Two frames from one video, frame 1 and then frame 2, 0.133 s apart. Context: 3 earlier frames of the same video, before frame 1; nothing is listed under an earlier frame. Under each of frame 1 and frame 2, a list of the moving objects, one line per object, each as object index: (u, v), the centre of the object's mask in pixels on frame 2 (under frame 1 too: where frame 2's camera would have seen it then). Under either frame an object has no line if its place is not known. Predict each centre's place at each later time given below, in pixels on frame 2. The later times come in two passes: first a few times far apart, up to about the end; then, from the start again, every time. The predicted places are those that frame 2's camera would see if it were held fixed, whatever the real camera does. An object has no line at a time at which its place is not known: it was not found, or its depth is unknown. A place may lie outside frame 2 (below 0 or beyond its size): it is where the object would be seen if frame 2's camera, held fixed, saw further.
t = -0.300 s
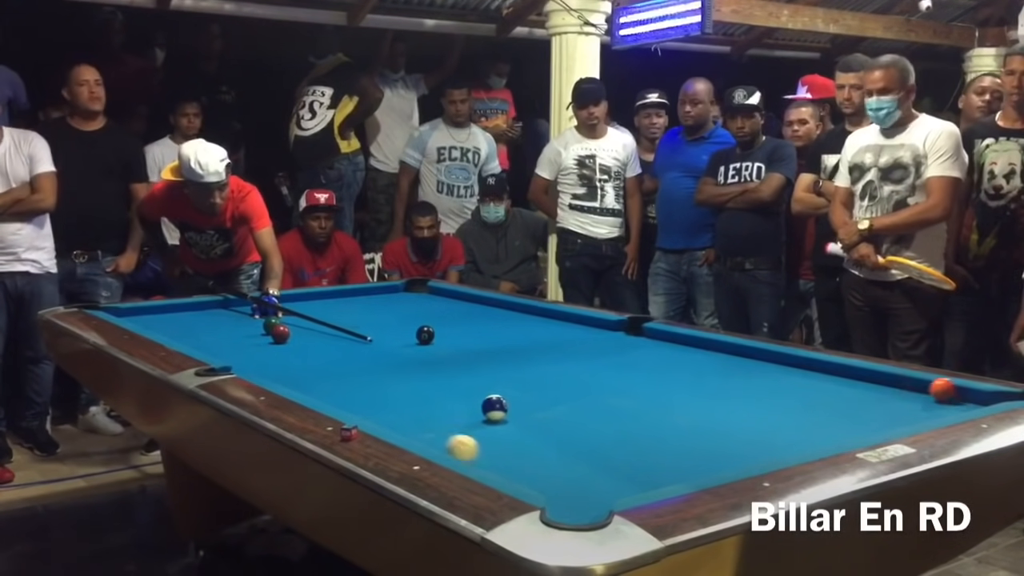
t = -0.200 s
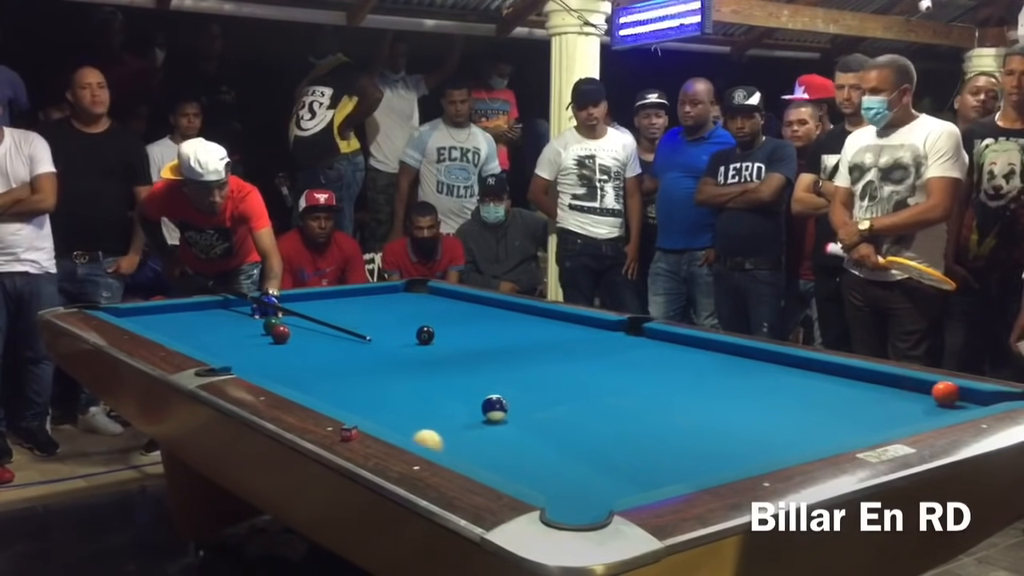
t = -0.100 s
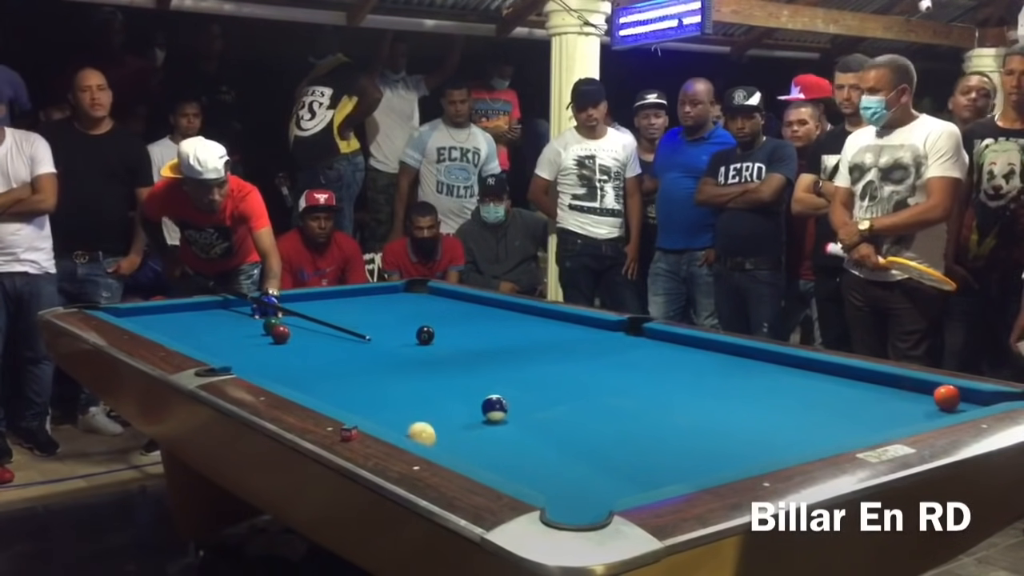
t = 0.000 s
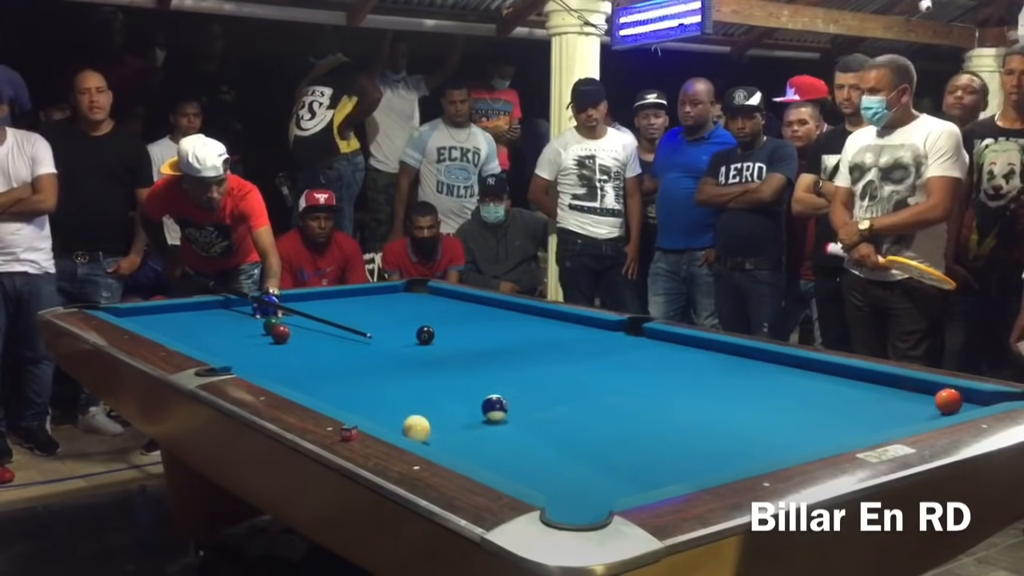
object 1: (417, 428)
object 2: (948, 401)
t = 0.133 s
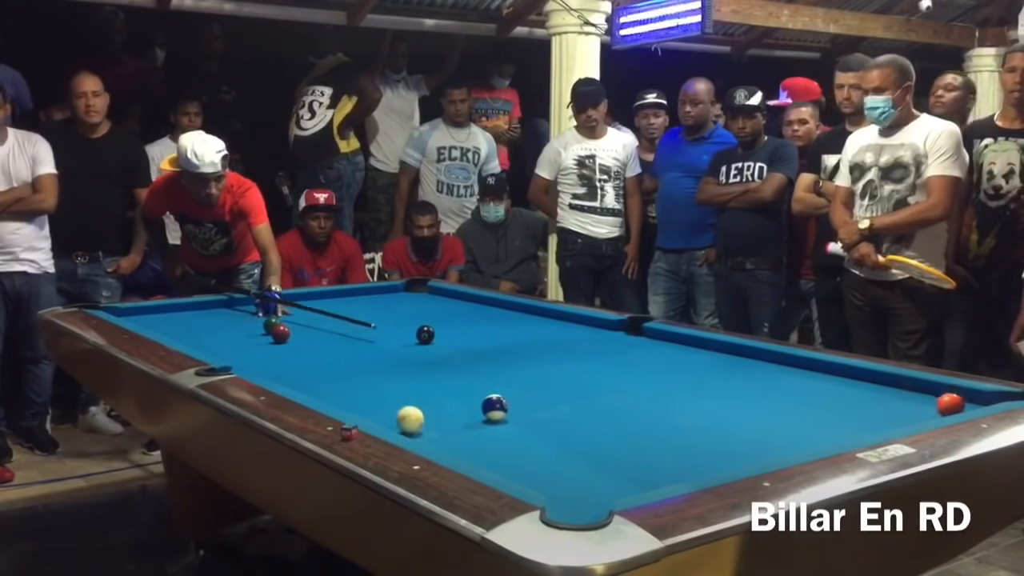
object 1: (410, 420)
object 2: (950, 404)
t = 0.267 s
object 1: (405, 411)
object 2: (951, 407)
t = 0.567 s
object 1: (394, 395)
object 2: (925, 413)
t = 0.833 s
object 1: (386, 384)
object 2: (895, 416)
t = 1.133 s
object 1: (378, 372)
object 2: (864, 417)
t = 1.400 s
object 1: (371, 363)
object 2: (838, 417)
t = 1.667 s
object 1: (366, 354)
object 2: (817, 417)
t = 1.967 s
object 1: (361, 347)
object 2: (796, 417)
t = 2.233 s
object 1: (356, 341)
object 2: (781, 417)
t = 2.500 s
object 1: (353, 336)
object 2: (769, 417)
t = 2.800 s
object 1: (349, 330)
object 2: (759, 416)
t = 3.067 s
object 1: (347, 327)
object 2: (754, 416)
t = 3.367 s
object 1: (344, 323)
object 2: (753, 416)
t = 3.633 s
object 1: (342, 320)
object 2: (754, 416)
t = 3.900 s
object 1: (341, 317)
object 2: (754, 416)
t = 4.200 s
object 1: (339, 315)
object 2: (754, 416)
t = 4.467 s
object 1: (338, 313)
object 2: (754, 416)
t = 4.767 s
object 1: (337, 311)
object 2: (754, 416)
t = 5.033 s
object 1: (336, 310)
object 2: (754, 416)
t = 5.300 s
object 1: (336, 309)
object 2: (754, 416)
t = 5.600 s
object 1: (335, 308)
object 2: (754, 416)
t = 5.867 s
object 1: (335, 308)
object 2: (754, 416)
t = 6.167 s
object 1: (336, 308)
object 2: (754, 416)
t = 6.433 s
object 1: (336, 308)
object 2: (754, 416)
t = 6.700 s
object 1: (336, 308)
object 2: (754, 416)
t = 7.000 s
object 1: (336, 308)
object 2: (754, 416)
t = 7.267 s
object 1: (336, 308)
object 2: (754, 416)
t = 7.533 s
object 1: (336, 308)
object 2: (754, 416)
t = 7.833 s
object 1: (336, 308)
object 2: (754, 416)
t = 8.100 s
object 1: (336, 308)
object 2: (754, 416)
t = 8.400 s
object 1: (336, 308)
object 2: (754, 416)
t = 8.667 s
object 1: (336, 308)
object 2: (754, 416)
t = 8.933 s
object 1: (336, 308)
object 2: (754, 416)
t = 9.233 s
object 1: (336, 308)
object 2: (754, 416)
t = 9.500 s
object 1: (336, 308)
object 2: (754, 416)
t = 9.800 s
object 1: (336, 308)
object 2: (754, 416)
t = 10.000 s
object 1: (336, 308)
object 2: (754, 416)
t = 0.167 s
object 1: (409, 418)
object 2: (950, 405)
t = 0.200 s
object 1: (407, 416)
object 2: (950, 406)
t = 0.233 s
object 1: (406, 413)
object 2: (951, 406)
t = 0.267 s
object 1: (405, 411)
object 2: (951, 407)
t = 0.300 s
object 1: (403, 410)
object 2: (951, 408)
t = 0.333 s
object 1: (402, 408)
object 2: (951, 408)
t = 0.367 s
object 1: (401, 406)
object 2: (948, 409)
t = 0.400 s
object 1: (400, 404)
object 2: (944, 410)
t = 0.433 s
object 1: (398, 403)
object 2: (940, 411)
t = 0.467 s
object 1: (397, 401)
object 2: (936, 411)
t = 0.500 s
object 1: (396, 399)
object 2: (932, 412)
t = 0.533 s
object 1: (395, 397)
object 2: (928, 412)
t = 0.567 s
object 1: (394, 395)
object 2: (925, 413)
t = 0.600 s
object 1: (393, 394)
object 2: (921, 413)
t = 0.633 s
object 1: (392, 392)
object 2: (917, 413)
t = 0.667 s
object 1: (391, 391)
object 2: (913, 413)
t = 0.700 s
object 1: (389, 389)
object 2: (909, 414)
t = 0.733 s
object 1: (389, 388)
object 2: (906, 414)
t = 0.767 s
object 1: (387, 386)
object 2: (902, 415)
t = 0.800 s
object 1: (386, 385)
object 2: (898, 415)
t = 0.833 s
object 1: (386, 384)
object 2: (895, 416)
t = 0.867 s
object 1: (384, 382)
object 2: (891, 416)
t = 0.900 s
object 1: (384, 381)
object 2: (887, 417)
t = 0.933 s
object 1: (383, 379)
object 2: (884, 417)
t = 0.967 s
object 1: (382, 378)
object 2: (881, 417)
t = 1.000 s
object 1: (381, 377)
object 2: (877, 417)
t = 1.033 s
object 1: (380, 375)
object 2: (874, 417)
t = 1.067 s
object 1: (379, 374)
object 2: (870, 417)
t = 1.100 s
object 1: (379, 373)
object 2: (867, 417)
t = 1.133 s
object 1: (378, 372)
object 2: (864, 417)
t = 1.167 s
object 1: (377, 370)
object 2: (860, 417)
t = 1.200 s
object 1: (376, 369)
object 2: (857, 417)
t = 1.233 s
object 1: (375, 368)
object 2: (854, 417)
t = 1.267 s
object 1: (374, 367)
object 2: (851, 417)
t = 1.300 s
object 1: (374, 366)
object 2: (848, 417)
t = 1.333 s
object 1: (373, 364)
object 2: (844, 417)
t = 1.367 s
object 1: (372, 364)
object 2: (841, 417)
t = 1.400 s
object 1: (371, 363)
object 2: (838, 417)
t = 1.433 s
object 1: (371, 361)
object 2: (836, 417)
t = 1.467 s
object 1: (370, 361)
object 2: (833, 417)
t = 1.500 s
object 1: (369, 359)
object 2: (830, 417)
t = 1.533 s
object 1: (368, 359)
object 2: (827, 417)
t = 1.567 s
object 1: (368, 358)
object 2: (825, 417)
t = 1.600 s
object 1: (367, 356)
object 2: (822, 417)
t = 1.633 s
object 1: (367, 355)
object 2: (819, 417)
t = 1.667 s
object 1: (366, 354)
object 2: (817, 417)
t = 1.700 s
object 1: (365, 354)
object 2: (814, 417)
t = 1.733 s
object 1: (365, 353)
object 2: (812, 417)
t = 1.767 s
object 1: (364, 352)
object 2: (809, 417)
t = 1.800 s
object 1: (363, 351)
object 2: (807, 417)
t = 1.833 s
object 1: (363, 350)
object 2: (805, 417)
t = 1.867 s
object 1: (362, 349)
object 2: (802, 417)
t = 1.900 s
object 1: (362, 349)
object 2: (800, 417)
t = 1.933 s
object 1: (361, 348)
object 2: (798, 417)
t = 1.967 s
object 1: (361, 347)
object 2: (796, 417)
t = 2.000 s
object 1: (360, 346)
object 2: (794, 417)
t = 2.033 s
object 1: (359, 345)
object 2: (792, 417)
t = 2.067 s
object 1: (359, 345)
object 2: (790, 417)
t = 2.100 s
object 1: (358, 344)
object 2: (788, 417)
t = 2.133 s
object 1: (358, 343)
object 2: (786, 417)
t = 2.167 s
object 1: (357, 342)
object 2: (784, 417)
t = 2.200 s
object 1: (357, 342)
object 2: (783, 417)
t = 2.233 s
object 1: (356, 341)
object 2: (781, 417)
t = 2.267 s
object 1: (356, 340)
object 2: (779, 417)
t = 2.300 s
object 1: (355, 339)
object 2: (778, 417)
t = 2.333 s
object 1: (355, 339)
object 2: (776, 417)
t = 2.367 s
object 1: (355, 338)
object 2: (775, 417)
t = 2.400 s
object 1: (354, 337)
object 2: (773, 416)
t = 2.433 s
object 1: (354, 337)
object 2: (772, 417)
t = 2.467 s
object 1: (353, 336)
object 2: (770, 417)
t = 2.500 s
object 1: (353, 336)
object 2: (769, 417)
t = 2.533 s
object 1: (353, 335)
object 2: (767, 417)
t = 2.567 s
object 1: (352, 335)
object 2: (766, 417)
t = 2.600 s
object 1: (352, 334)
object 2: (765, 417)
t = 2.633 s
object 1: (351, 333)
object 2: (764, 417)
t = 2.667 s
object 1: (351, 333)
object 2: (763, 417)
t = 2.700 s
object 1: (351, 332)
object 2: (762, 416)
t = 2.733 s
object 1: (350, 332)
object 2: (761, 416)
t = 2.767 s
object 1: (350, 331)
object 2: (760, 416)
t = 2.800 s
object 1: (349, 330)
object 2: (759, 416)
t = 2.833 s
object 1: (349, 330)
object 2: (758, 416)
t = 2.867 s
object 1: (349, 330)
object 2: (758, 417)
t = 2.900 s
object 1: (349, 329)
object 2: (757, 417)
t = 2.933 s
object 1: (348, 329)
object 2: (756, 417)
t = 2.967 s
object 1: (348, 328)
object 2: (756, 416)
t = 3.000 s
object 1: (347, 327)
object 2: (755, 416)
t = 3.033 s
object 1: (347, 327)
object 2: (754, 416)
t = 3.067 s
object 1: (347, 327)
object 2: (754, 416)
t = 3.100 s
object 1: (346, 326)
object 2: (754, 416)
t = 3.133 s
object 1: (346, 326)
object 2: (754, 416)
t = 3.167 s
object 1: (346, 325)
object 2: (753, 416)
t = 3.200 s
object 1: (346, 325)
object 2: (753, 416)
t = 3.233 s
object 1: (345, 324)
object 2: (753, 416)
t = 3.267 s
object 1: (345, 324)
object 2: (753, 416)
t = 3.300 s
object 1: (345, 324)
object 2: (753, 416)
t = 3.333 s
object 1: (344, 323)
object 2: (753, 416)
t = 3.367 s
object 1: (344, 323)
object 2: (753, 416)
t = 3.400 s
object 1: (344, 322)
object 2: (753, 416)
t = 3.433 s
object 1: (344, 322)
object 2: (754, 416)
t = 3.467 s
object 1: (343, 322)
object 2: (754, 416)
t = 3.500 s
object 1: (343, 321)
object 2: (754, 416)
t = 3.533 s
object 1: (343, 321)
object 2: (754, 416)
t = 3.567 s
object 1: (343, 320)
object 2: (754, 416)
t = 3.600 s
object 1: (342, 320)
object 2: (754, 416)
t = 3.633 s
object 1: (342, 320)
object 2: (754, 416)
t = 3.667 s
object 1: (342, 319)
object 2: (754, 416)
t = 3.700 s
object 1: (342, 319)
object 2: (754, 416)
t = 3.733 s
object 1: (341, 319)
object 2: (754, 416)
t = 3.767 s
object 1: (341, 319)
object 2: (754, 416)
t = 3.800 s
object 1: (341, 318)
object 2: (754, 416)
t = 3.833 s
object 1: (341, 318)
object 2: (754, 416)
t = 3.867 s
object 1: (341, 318)
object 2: (754, 416)
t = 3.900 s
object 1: (341, 317)
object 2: (754, 416)
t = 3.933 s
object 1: (341, 317)
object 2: (754, 416)
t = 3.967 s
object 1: (340, 316)
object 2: (754, 416)
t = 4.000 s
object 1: (340, 316)
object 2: (754, 416)
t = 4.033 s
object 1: (340, 316)
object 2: (754, 416)
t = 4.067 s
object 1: (340, 316)
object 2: (754, 416)
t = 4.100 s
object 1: (340, 315)
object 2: (754, 416)
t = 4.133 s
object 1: (339, 315)
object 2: (754, 416)
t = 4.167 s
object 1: (339, 315)
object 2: (754, 416)
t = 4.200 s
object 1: (339, 315)
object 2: (754, 416)
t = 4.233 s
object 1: (339, 314)
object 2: (754, 416)
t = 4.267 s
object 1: (339, 314)
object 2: (754, 416)
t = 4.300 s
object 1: (339, 314)
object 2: (754, 416)
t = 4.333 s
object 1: (339, 314)
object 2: (754, 416)
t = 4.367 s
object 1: (338, 314)
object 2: (754, 416)
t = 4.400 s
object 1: (338, 313)
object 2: (754, 416)
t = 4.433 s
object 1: (338, 313)
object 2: (754, 416)
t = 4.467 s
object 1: (338, 313)
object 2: (754, 416)
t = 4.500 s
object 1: (338, 313)
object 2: (754, 416)
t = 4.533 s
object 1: (338, 312)
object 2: (754, 416)
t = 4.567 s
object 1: (337, 312)
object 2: (754, 416)
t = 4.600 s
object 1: (337, 312)
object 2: (754, 416)
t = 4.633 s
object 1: (337, 311)
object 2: (754, 416)
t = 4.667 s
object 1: (337, 311)
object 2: (754, 416)
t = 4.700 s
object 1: (337, 311)
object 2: (754, 416)
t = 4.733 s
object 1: (337, 311)
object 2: (754, 416)
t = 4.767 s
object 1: (337, 311)
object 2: (754, 416)
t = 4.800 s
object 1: (337, 311)
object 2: (754, 416)
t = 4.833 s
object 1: (337, 311)
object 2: (754, 416)
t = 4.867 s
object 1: (336, 311)
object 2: (754, 416)
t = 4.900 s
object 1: (336, 310)
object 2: (754, 416)
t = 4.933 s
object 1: (336, 310)
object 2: (754, 416)
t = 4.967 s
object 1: (336, 310)
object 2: (754, 416)
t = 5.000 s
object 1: (336, 310)
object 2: (754, 416)
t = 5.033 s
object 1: (336, 310)
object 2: (754, 416)
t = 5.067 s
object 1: (336, 310)
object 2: (754, 416)
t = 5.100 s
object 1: (336, 310)
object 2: (754, 416)
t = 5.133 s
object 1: (336, 310)
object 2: (754, 416)
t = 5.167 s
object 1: (336, 309)
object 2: (754, 416)
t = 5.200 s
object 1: (336, 309)
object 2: (754, 416)
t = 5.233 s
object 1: (336, 309)
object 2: (754, 416)
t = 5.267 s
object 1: (336, 309)
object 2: (754, 416)
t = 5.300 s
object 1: (336, 309)
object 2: (754, 416)
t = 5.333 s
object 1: (336, 309)
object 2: (754, 416)
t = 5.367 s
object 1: (335, 309)
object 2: (754, 416)
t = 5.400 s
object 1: (335, 309)
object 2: (754, 416)
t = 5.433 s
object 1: (335, 309)
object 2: (754, 416)
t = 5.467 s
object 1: (335, 309)
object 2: (754, 416)
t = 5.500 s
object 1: (335, 308)
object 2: (754, 416)
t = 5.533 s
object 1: (335, 308)
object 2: (754, 416)
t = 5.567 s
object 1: (335, 308)
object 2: (754, 416)
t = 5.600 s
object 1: (335, 308)
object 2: (754, 416)
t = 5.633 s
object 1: (335, 308)
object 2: (754, 416)
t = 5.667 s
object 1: (335, 308)
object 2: (754, 416)
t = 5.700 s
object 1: (335, 308)
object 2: (754, 416)
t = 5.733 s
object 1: (335, 308)
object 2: (754, 416)
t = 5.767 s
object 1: (335, 308)
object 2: (754, 416)
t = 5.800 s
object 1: (335, 308)
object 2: (754, 416)
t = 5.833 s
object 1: (335, 308)
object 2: (754, 416)
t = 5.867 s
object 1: (335, 308)
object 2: (754, 416)
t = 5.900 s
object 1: (336, 308)
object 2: (754, 416)
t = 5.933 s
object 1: (336, 308)
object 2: (754, 416)
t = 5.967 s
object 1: (335, 308)
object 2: (754, 416)
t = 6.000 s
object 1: (335, 308)
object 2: (754, 416)
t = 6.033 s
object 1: (335, 308)
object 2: (754, 416)
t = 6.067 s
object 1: (336, 308)
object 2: (754, 416)
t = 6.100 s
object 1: (335, 308)
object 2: (754, 416)
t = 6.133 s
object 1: (336, 308)
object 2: (754, 416)
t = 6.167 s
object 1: (336, 308)
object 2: (754, 416)
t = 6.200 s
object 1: (336, 308)
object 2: (754, 416)
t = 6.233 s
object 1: (336, 308)
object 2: (754, 416)
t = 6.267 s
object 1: (336, 308)
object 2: (754, 416)
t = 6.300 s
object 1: (336, 308)
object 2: (754, 416)
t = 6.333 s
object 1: (336, 308)
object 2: (754, 416)
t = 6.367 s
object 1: (336, 308)
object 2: (754, 416)
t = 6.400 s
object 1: (336, 308)
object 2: (754, 416)
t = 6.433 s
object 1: (336, 308)
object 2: (754, 416)
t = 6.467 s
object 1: (336, 308)
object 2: (754, 416)
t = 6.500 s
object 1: (336, 308)
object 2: (754, 416)
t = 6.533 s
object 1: (336, 308)
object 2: (754, 416)
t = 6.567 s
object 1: (336, 308)
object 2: (754, 416)
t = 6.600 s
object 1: (336, 308)
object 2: (754, 416)
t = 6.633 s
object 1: (336, 308)
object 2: (754, 416)
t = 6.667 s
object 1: (336, 308)
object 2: (754, 416)
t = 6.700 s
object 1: (336, 308)
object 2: (754, 416)
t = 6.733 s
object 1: (336, 308)
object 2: (754, 416)
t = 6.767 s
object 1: (336, 308)
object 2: (754, 416)
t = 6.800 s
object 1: (336, 308)
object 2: (754, 416)
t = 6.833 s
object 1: (336, 308)
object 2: (754, 416)
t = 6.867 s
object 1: (336, 308)
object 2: (754, 416)
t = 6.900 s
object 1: (336, 308)
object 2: (754, 416)
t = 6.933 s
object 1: (336, 308)
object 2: (754, 416)
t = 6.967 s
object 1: (336, 308)
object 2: (754, 416)
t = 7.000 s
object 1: (336, 308)
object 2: (754, 416)
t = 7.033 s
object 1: (336, 308)
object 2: (754, 416)
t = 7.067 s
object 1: (336, 308)
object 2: (754, 416)
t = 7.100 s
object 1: (336, 308)
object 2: (754, 416)
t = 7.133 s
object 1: (336, 308)
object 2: (754, 416)
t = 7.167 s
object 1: (336, 308)
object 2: (754, 416)
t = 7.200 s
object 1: (336, 308)
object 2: (754, 416)
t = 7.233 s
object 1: (336, 308)
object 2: (754, 416)
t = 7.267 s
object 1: (336, 308)
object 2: (754, 416)
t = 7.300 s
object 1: (336, 308)
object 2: (754, 416)
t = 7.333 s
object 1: (336, 308)
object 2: (754, 416)
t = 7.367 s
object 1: (336, 308)
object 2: (754, 416)
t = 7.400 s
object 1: (336, 308)
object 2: (754, 416)
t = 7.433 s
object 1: (335, 308)
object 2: (754, 416)
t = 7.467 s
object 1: (336, 308)
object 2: (754, 416)
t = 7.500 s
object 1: (336, 308)
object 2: (754, 416)
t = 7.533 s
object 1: (336, 308)
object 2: (754, 416)
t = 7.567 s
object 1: (336, 308)
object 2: (754, 416)
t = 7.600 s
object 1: (336, 308)
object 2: (754, 416)
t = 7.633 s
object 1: (336, 308)
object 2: (754, 416)
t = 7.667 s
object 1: (336, 308)
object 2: (754, 416)
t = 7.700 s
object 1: (336, 308)
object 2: (754, 416)
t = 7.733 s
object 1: (336, 308)
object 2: (754, 416)
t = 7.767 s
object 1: (336, 308)
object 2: (754, 416)
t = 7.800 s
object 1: (336, 308)
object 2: (754, 416)
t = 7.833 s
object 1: (336, 308)
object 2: (754, 416)
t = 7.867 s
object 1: (336, 308)
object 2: (754, 416)
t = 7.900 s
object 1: (336, 308)
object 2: (754, 416)
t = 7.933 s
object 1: (336, 308)
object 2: (754, 416)
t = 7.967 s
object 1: (336, 308)
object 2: (754, 416)
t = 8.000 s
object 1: (336, 308)
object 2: (754, 416)
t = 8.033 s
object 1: (336, 308)
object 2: (754, 416)
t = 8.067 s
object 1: (336, 308)
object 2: (754, 416)
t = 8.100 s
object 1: (336, 308)
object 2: (754, 416)
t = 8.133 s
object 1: (336, 308)
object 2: (754, 416)
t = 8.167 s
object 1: (336, 308)
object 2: (754, 416)
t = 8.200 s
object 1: (336, 308)
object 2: (754, 416)
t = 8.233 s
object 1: (336, 308)
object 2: (754, 416)
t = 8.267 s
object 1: (336, 308)
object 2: (754, 416)
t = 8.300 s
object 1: (336, 308)
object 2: (754, 416)
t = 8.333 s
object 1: (336, 308)
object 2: (754, 416)
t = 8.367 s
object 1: (336, 308)
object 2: (754, 416)
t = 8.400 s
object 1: (336, 308)
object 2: (754, 416)
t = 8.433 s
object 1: (336, 308)
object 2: (754, 416)
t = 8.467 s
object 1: (336, 308)
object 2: (754, 416)
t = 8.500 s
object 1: (336, 308)
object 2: (754, 416)
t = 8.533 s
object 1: (336, 308)
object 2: (754, 416)
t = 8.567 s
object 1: (336, 308)
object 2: (754, 416)
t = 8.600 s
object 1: (336, 308)
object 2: (754, 416)
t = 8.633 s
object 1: (336, 308)
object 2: (754, 416)
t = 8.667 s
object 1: (336, 308)
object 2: (754, 416)
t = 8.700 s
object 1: (336, 308)
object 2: (754, 416)
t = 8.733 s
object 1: (336, 308)
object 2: (754, 416)
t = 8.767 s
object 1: (336, 308)
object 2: (754, 416)
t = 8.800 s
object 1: (336, 308)
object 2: (754, 416)
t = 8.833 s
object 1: (336, 308)
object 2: (754, 416)
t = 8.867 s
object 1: (336, 308)
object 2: (754, 416)
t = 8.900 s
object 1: (336, 308)
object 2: (754, 416)
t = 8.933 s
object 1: (336, 308)
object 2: (754, 416)
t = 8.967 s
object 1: (336, 308)
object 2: (754, 416)
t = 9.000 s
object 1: (336, 308)
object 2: (754, 416)
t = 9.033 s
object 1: (336, 308)
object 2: (754, 416)
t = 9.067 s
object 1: (336, 308)
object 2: (754, 416)
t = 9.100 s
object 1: (336, 308)
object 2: (754, 416)
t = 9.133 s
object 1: (336, 308)
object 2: (754, 416)
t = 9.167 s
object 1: (336, 308)
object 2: (754, 416)
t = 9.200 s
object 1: (336, 308)
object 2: (754, 416)
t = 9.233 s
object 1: (336, 308)
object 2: (754, 416)
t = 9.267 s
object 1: (336, 308)
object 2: (754, 416)
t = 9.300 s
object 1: (336, 308)
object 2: (754, 416)
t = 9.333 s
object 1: (336, 308)
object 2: (754, 416)
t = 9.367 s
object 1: (336, 308)
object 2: (754, 416)
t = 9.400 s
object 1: (336, 308)
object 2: (754, 416)
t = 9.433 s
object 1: (336, 308)
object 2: (754, 416)
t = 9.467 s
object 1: (336, 308)
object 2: (754, 416)
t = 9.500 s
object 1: (336, 308)
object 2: (754, 416)
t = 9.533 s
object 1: (336, 308)
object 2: (754, 416)
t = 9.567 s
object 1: (336, 308)
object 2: (754, 416)
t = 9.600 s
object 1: (336, 308)
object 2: (754, 416)
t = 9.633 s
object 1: (336, 308)
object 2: (754, 416)
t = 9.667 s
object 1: (336, 308)
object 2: (754, 416)
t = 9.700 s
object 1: (336, 308)
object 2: (754, 416)
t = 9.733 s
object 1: (336, 308)
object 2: (754, 416)
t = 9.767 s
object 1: (336, 308)
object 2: (754, 416)
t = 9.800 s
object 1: (336, 308)
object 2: (754, 416)
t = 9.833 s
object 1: (336, 308)
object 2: (754, 416)
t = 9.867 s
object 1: (336, 308)
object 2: (754, 416)
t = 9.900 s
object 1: (336, 308)
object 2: (754, 416)
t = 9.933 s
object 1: (336, 308)
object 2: (754, 416)
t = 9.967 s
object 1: (336, 308)
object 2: (754, 416)
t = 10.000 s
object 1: (336, 308)
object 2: (754, 416)
